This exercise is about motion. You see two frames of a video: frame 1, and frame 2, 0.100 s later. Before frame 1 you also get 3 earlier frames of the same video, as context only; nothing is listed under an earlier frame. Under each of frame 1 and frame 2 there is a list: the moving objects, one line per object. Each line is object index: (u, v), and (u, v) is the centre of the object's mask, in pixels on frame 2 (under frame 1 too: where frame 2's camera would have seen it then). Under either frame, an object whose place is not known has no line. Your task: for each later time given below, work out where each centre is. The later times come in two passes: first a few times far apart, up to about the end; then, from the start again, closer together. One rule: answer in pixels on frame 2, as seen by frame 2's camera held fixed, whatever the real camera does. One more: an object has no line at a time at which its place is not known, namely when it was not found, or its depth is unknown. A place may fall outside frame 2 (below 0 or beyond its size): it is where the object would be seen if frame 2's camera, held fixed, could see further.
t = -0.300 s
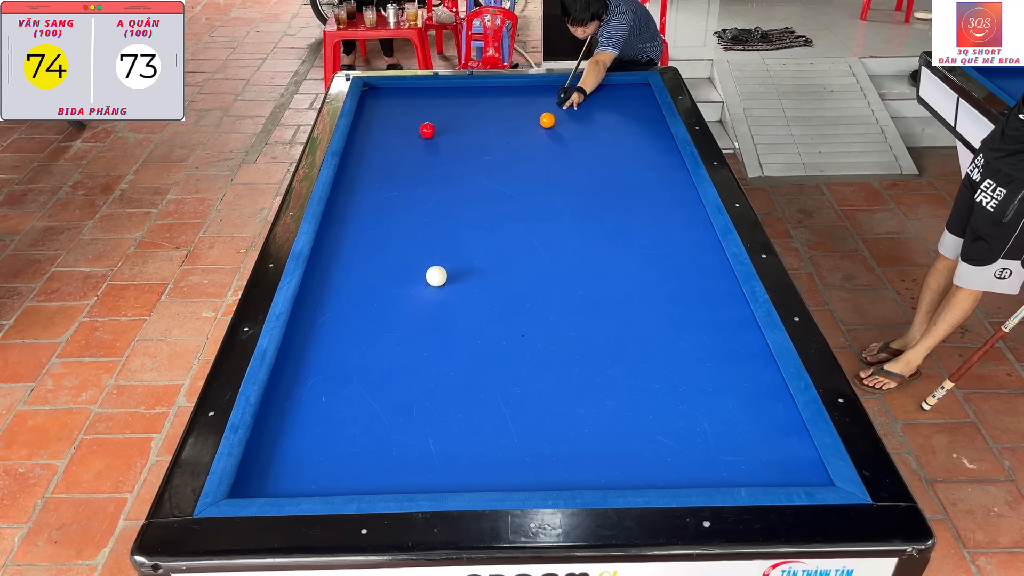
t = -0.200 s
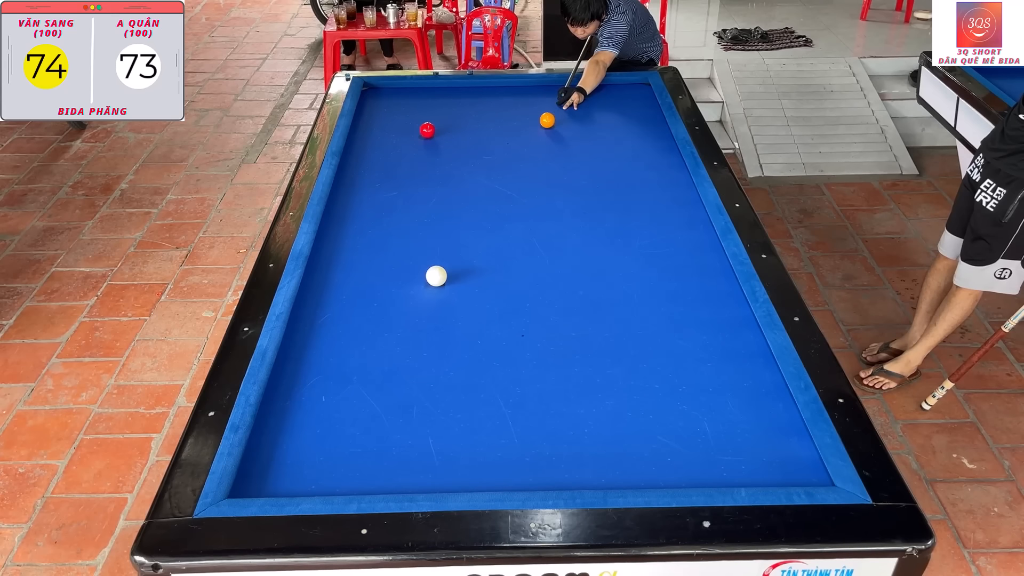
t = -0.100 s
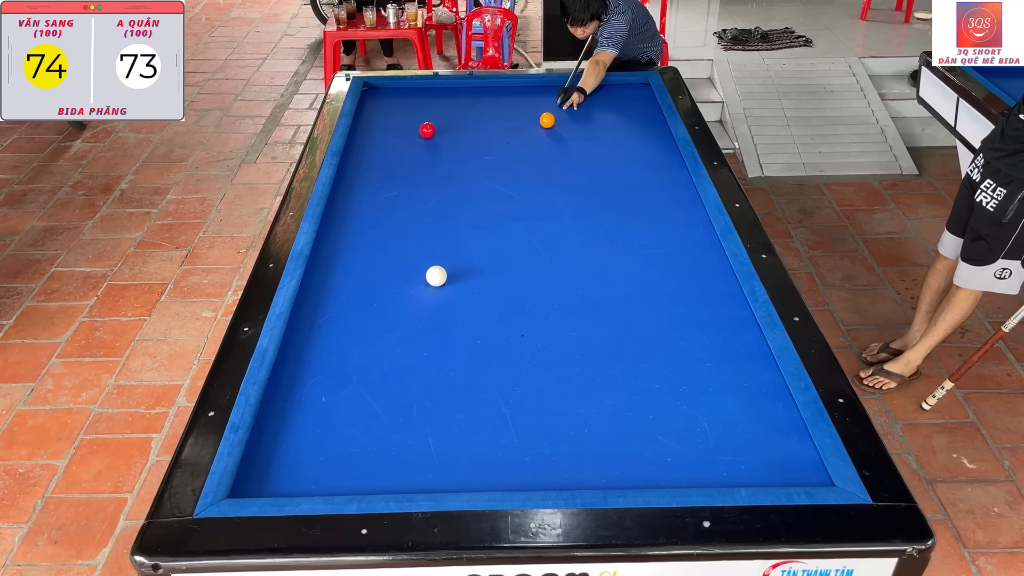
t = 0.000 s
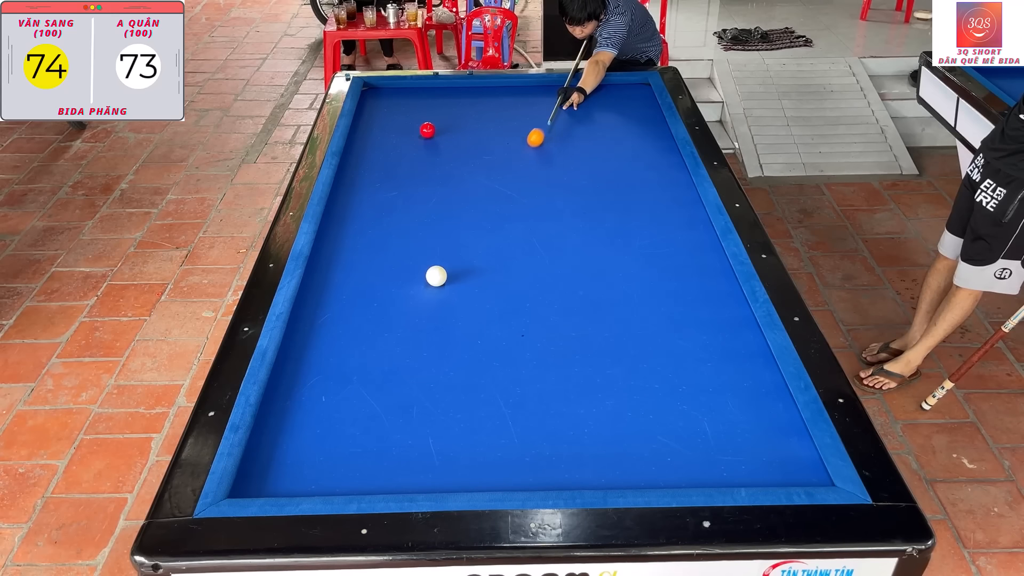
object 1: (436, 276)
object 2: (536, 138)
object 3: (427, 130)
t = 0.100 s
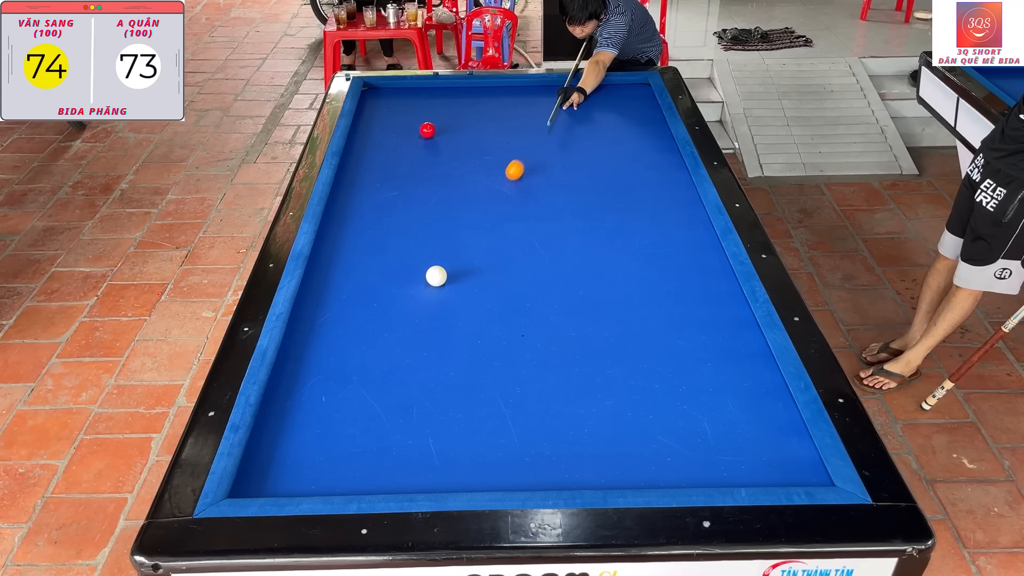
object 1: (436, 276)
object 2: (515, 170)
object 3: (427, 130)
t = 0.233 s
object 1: (436, 276)
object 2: (484, 219)
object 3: (427, 130)
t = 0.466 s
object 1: (363, 306)
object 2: (487, 297)
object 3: (427, 130)
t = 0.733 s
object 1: (349, 357)
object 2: (558, 386)
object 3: (427, 130)
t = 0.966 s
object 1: (420, 388)
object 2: (626, 475)
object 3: (427, 130)
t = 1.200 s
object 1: (493, 421)
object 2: (691, 395)
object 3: (427, 130)
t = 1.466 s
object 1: (586, 464)
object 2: (754, 339)
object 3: (427, 130)
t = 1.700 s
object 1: (662, 468)
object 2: (694, 300)
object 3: (427, 130)
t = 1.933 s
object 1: (725, 445)
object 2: (647, 267)
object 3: (427, 130)
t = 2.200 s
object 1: (791, 420)
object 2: (600, 234)
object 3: (427, 130)
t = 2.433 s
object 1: (741, 395)
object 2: (565, 208)
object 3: (427, 130)
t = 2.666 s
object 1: (700, 373)
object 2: (533, 185)
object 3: (427, 130)
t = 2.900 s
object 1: (662, 352)
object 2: (504, 164)
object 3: (427, 130)
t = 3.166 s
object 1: (623, 331)
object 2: (475, 143)
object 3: (427, 130)
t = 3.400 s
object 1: (591, 314)
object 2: (452, 126)
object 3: (427, 130)
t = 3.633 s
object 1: (562, 299)
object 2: (430, 111)
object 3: (427, 130)
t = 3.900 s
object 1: (532, 282)
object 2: (409, 95)
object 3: (427, 130)
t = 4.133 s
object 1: (507, 269)
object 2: (389, 87)
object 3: (427, 130)
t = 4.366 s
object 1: (484, 256)
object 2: (370, 95)
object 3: (427, 130)
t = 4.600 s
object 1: (463, 245)
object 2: (382, 103)
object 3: (427, 130)
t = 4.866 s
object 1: (440, 232)
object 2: (397, 111)
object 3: (427, 130)
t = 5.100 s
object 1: (422, 222)
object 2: (409, 119)
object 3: (427, 130)
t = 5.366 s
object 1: (402, 211)
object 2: (420, 125)
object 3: (431, 133)
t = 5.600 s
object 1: (385, 203)
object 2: (424, 127)
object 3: (439, 138)
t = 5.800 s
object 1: (372, 195)
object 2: (427, 129)
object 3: (445, 143)
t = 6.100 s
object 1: (354, 185)
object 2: (432, 130)
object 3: (455, 150)
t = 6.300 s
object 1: (343, 178)
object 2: (435, 131)
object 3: (462, 155)
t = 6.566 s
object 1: (354, 173)
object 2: (438, 133)
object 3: (470, 161)
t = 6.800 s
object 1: (362, 168)
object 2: (440, 134)
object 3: (478, 166)
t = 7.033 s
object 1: (371, 164)
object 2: (442, 135)
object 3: (485, 171)
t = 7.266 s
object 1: (378, 159)
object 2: (444, 135)
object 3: (492, 176)
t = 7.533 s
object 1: (386, 155)
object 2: (445, 136)
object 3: (499, 181)
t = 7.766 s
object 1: (392, 151)
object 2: (446, 136)
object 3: (506, 186)
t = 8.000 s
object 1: (398, 148)
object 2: (447, 136)
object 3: (512, 190)
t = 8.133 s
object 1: (401, 146)
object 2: (447, 136)
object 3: (515, 192)
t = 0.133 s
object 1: (436, 276)
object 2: (507, 182)
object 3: (427, 130)
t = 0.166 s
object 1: (436, 276)
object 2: (500, 194)
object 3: (427, 130)
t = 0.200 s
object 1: (436, 276)
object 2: (492, 206)
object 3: (427, 130)
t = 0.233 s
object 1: (436, 276)
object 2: (484, 219)
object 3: (427, 130)
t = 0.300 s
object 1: (436, 276)
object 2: (467, 246)
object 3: (427, 130)
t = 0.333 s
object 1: (436, 276)
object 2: (458, 261)
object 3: (427, 130)
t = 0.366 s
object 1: (426, 280)
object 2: (457, 272)
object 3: (427, 130)
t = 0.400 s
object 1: (405, 288)
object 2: (467, 280)
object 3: (427, 130)
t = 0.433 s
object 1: (385, 297)
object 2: (477, 288)
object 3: (427, 130)
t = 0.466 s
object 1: (363, 306)
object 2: (487, 297)
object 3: (427, 130)
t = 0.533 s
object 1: (321, 323)
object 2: (506, 315)
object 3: (427, 130)
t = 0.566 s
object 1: (300, 332)
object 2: (515, 325)
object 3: (427, 130)
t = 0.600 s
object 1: (300, 338)
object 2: (524, 336)
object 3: (427, 130)
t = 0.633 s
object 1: (313, 343)
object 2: (533, 347)
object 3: (427, 130)
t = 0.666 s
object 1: (326, 348)
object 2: (541, 359)
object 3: (427, 130)
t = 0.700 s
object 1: (338, 352)
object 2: (549, 372)
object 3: (427, 130)
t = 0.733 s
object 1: (349, 357)
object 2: (558, 386)
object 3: (427, 130)
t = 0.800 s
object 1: (371, 366)
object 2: (575, 414)
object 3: (427, 130)
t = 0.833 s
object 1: (381, 370)
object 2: (585, 430)
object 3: (427, 130)
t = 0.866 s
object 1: (391, 375)
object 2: (594, 446)
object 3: (427, 130)
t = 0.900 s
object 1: (400, 379)
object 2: (605, 462)
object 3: (427, 130)
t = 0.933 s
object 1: (410, 384)
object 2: (615, 477)
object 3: (427, 130)
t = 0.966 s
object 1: (420, 388)
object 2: (626, 475)
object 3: (427, 130)
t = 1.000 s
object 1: (430, 393)
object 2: (636, 461)
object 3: (427, 130)
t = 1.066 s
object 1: (451, 402)
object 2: (655, 436)
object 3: (427, 130)
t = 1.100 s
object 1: (461, 407)
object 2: (665, 424)
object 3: (427, 130)
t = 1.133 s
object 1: (472, 411)
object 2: (674, 414)
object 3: (427, 130)
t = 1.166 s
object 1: (483, 417)
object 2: (683, 404)
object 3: (427, 130)
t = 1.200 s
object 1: (493, 421)
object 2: (691, 395)
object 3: (427, 130)
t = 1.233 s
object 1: (504, 427)
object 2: (700, 387)
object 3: (427, 130)
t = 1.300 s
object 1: (527, 437)
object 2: (716, 371)
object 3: (427, 130)
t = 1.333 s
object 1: (538, 442)
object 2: (725, 365)
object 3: (427, 130)
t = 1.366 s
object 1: (550, 448)
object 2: (733, 358)
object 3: (427, 130)
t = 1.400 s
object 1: (562, 453)
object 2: (740, 352)
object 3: (427, 130)
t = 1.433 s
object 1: (574, 458)
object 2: (748, 345)
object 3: (427, 130)
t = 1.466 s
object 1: (586, 464)
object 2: (754, 339)
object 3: (427, 130)
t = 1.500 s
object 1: (598, 470)
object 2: (745, 333)
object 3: (427, 130)
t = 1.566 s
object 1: (623, 479)
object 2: (725, 322)
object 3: (427, 130)
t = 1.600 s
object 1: (634, 478)
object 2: (717, 316)
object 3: (427, 130)
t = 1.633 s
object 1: (643, 475)
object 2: (709, 311)
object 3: (427, 130)
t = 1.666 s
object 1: (653, 471)
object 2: (702, 306)
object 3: (427, 130)
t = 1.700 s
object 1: (662, 468)
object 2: (694, 300)
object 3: (427, 130)
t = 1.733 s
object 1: (671, 464)
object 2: (687, 295)
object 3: (427, 130)
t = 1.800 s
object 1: (690, 457)
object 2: (674, 286)
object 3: (427, 130)
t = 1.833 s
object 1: (699, 454)
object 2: (667, 281)
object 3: (427, 130)
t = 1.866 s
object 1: (708, 451)
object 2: (660, 276)
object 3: (427, 130)
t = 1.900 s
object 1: (717, 448)
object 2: (654, 271)
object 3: (427, 130)
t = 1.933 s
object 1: (725, 445)
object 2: (647, 267)
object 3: (427, 130)
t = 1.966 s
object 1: (734, 441)
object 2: (641, 263)
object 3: (427, 130)
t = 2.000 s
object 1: (743, 438)
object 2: (635, 258)
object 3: (427, 130)
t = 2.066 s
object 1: (759, 432)
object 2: (623, 250)
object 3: (427, 130)
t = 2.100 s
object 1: (768, 429)
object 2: (617, 245)
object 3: (427, 130)
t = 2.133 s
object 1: (776, 426)
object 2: (611, 241)
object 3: (427, 130)
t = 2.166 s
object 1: (784, 423)
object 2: (606, 237)
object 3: (427, 130)
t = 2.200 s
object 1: (791, 420)
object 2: (600, 234)
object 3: (427, 130)
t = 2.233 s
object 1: (782, 416)
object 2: (595, 230)
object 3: (427, 130)
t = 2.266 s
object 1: (774, 413)
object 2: (590, 226)
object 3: (427, 130)
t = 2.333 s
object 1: (760, 406)
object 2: (579, 219)
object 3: (427, 130)
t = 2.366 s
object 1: (753, 402)
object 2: (575, 215)
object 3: (427, 130)
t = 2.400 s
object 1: (747, 399)
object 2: (570, 211)
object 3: (427, 130)
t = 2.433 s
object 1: (741, 395)
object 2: (565, 208)
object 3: (427, 130)
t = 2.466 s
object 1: (735, 392)
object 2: (560, 204)
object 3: (427, 130)
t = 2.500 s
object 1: (729, 389)
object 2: (555, 201)
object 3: (427, 130)
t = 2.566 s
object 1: (717, 382)
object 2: (546, 195)
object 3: (427, 130)
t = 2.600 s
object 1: (711, 379)
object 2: (542, 191)
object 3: (427, 130)
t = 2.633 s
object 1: (706, 376)
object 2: (537, 188)
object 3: (427, 130)
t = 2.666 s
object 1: (700, 373)
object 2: (533, 185)
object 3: (427, 130)
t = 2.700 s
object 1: (694, 370)
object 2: (529, 182)
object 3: (427, 130)
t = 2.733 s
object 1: (689, 367)
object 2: (524, 179)
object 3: (427, 130)
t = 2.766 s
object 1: (683, 364)
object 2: (520, 176)
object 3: (427, 130)
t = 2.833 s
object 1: (672, 358)
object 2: (512, 170)
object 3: (427, 130)
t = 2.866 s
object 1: (667, 355)
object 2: (508, 167)
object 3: (427, 130)
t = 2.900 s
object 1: (662, 352)
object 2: (504, 164)
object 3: (427, 130)
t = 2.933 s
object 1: (657, 350)
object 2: (500, 162)
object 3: (427, 130)
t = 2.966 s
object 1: (652, 347)
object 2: (497, 159)
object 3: (427, 130)
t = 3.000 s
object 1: (647, 344)
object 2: (493, 156)
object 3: (427, 130)
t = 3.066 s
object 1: (637, 339)
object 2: (486, 151)
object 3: (427, 130)
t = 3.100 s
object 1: (632, 336)
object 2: (482, 148)
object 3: (427, 130)
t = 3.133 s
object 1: (627, 334)
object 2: (478, 146)
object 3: (427, 130)
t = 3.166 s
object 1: (623, 331)
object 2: (475, 143)
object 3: (427, 130)
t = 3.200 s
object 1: (618, 329)
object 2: (471, 141)
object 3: (427, 130)
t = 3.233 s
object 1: (613, 326)
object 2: (468, 138)
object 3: (427, 130)
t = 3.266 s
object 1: (609, 324)
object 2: (465, 136)
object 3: (427, 130)
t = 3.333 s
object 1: (600, 319)
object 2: (458, 131)
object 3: (427, 130)
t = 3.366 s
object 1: (595, 317)
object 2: (455, 128)
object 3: (427, 130)
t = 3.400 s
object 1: (591, 314)
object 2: (452, 126)
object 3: (427, 130)
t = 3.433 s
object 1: (587, 312)
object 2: (449, 124)
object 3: (427, 130)
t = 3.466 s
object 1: (582, 310)
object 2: (446, 122)
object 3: (427, 130)
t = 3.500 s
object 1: (578, 307)
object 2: (442, 119)
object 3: (427, 130)
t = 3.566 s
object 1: (570, 303)
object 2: (436, 115)
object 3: (427, 130)
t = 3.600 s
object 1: (566, 301)
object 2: (433, 113)
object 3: (427, 130)
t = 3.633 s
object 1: (562, 299)
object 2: (430, 111)
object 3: (427, 130)
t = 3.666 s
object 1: (558, 296)
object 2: (428, 109)
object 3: (427, 130)
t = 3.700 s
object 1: (554, 294)
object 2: (425, 106)
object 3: (427, 130)
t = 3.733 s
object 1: (550, 292)
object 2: (422, 104)
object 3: (427, 130)
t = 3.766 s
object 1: (547, 290)
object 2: (419, 102)
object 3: (427, 130)
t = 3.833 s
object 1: (539, 286)
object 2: (414, 99)
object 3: (427, 130)
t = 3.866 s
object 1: (535, 284)
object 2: (411, 97)
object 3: (427, 130)
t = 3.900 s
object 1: (532, 282)
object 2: (409, 95)
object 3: (427, 130)
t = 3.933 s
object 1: (528, 280)
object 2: (406, 93)
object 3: (427, 130)
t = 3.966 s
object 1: (525, 278)
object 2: (403, 91)
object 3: (427, 130)
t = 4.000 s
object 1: (521, 276)
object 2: (401, 89)
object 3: (427, 130)
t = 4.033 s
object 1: (517, 274)
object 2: (398, 87)
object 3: (427, 130)
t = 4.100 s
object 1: (511, 271)
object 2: (392, 86)
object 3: (427, 130)
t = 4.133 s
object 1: (507, 269)
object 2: (389, 87)
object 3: (427, 130)
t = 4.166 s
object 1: (504, 267)
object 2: (385, 89)
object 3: (427, 130)
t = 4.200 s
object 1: (501, 265)
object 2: (381, 90)
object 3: (427, 130)
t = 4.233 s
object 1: (497, 263)
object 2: (377, 91)
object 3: (427, 130)
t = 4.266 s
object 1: (494, 262)
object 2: (373, 92)
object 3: (427, 130)
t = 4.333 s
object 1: (488, 258)
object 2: (367, 94)
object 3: (427, 130)
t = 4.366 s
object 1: (484, 256)
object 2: (370, 95)
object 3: (427, 130)
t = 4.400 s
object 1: (481, 255)
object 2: (372, 96)
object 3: (427, 130)
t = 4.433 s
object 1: (478, 253)
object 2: (374, 97)
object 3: (427, 130)
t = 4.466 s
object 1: (475, 251)
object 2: (375, 98)
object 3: (427, 130)
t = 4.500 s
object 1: (472, 249)
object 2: (377, 100)
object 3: (427, 130)
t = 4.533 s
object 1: (469, 248)
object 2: (379, 101)
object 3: (427, 130)
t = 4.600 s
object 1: (463, 245)
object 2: (382, 103)
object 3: (427, 130)
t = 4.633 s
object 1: (460, 243)
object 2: (384, 104)
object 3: (427, 130)
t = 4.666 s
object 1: (457, 241)
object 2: (386, 105)
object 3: (427, 130)
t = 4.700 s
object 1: (454, 240)
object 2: (388, 106)
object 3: (427, 130)
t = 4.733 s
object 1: (451, 238)
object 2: (389, 107)
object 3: (427, 130)
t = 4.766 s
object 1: (449, 237)
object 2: (391, 108)
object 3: (427, 130)
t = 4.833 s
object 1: (443, 234)
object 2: (395, 110)
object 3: (427, 130)
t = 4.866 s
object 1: (440, 232)
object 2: (397, 111)
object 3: (427, 130)
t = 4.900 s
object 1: (437, 231)
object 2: (398, 113)
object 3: (427, 130)
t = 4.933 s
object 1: (435, 229)
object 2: (400, 114)
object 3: (427, 130)
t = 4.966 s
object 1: (432, 228)
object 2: (402, 115)
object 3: (427, 130)
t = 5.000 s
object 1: (429, 226)
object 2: (404, 116)
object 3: (427, 130)
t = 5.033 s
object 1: (427, 225)
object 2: (405, 117)
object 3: (427, 130)
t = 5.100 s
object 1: (422, 222)
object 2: (409, 119)
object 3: (427, 130)
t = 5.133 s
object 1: (419, 221)
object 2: (411, 120)
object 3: (427, 130)
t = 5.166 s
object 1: (416, 219)
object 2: (413, 121)
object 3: (427, 130)
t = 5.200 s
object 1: (414, 218)
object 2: (414, 122)
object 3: (427, 130)
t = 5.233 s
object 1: (412, 217)
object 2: (416, 123)
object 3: (427, 130)
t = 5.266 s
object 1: (409, 215)
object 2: (417, 124)
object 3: (428, 130)
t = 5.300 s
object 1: (406, 214)
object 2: (418, 124)
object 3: (428, 131)
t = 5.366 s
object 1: (402, 211)
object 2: (420, 125)
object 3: (431, 133)
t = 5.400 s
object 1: (399, 210)
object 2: (421, 126)
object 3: (432, 133)
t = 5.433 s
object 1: (397, 209)
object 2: (421, 126)
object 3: (433, 134)
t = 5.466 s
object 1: (395, 207)
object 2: (422, 126)
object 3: (434, 135)
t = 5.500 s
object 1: (392, 206)
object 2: (422, 127)
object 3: (435, 136)
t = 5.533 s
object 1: (390, 205)
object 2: (423, 127)
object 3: (436, 137)
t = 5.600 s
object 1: (385, 203)
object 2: (424, 127)
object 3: (439, 138)
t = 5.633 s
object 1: (383, 201)
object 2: (425, 127)
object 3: (440, 139)
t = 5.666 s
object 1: (381, 200)
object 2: (425, 128)
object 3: (441, 140)
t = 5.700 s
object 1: (379, 199)
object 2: (426, 128)
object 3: (442, 141)
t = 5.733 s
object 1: (377, 197)
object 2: (426, 128)
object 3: (443, 142)
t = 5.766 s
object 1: (375, 196)
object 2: (427, 128)
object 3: (444, 142)
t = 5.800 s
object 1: (372, 195)
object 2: (427, 129)
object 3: (445, 143)
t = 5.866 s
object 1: (368, 193)
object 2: (428, 129)
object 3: (448, 145)
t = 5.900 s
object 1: (366, 192)
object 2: (429, 129)
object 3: (449, 145)
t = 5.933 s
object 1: (364, 190)
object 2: (429, 129)
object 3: (450, 146)
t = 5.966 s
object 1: (362, 189)
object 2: (430, 130)
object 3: (451, 147)
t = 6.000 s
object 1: (360, 188)
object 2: (430, 130)
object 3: (452, 148)
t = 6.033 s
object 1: (358, 187)
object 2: (431, 130)
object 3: (453, 149)
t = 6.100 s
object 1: (354, 185)
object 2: (432, 130)
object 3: (455, 150)
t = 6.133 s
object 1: (352, 184)
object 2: (432, 130)
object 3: (456, 151)
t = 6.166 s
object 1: (350, 183)
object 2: (433, 131)
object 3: (457, 152)
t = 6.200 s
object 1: (348, 182)
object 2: (433, 131)
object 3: (458, 153)
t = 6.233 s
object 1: (346, 181)
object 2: (434, 131)
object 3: (460, 153)
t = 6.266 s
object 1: (344, 179)
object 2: (434, 131)
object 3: (461, 154)
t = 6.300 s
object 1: (343, 178)
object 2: (435, 131)
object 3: (462, 155)
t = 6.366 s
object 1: (346, 177)
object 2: (435, 132)
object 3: (464, 156)
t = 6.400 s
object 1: (347, 176)
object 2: (436, 132)
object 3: (465, 157)
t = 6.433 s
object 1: (348, 176)
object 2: (436, 132)
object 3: (466, 158)
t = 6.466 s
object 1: (350, 175)
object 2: (437, 132)
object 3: (467, 159)
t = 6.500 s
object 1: (351, 174)
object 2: (437, 132)
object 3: (468, 159)
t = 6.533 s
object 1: (352, 173)
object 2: (437, 133)
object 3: (469, 160)
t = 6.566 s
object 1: (354, 173)
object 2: (438, 133)
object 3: (470, 161)
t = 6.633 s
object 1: (356, 171)
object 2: (438, 133)
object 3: (473, 162)
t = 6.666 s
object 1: (357, 171)
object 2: (439, 133)
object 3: (474, 163)
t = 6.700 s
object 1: (359, 170)
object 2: (439, 133)
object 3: (475, 164)
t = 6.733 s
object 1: (360, 169)
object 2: (439, 133)
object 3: (476, 165)
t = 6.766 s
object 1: (361, 169)
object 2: (440, 133)
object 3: (477, 165)
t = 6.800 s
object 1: (362, 168)
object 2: (440, 134)
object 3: (478, 166)
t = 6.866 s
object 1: (365, 167)
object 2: (441, 134)
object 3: (480, 167)
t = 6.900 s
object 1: (366, 166)
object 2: (441, 134)
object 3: (481, 168)
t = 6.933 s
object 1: (367, 165)
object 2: (441, 134)
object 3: (482, 169)
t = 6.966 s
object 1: (368, 165)
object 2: (442, 134)
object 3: (483, 170)
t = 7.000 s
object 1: (369, 164)
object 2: (442, 134)
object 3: (484, 170)
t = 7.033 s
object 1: (371, 164)
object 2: (442, 135)
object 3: (485, 171)
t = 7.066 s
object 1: (372, 163)
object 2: (443, 135)
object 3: (486, 172)
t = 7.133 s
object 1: (374, 162)
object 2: (443, 135)
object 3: (488, 173)
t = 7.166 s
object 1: (375, 161)
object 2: (443, 135)
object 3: (489, 174)
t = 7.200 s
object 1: (376, 160)
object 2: (443, 135)
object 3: (490, 175)
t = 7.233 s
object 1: (377, 160)
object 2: (444, 135)
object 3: (491, 175)
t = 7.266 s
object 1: (378, 159)
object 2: (444, 135)
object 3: (492, 176)
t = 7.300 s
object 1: (379, 159)
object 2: (444, 135)
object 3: (493, 177)
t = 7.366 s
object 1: (381, 158)
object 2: (445, 135)
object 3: (495, 178)
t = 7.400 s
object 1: (382, 157)
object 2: (445, 135)
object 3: (496, 179)
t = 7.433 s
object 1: (383, 156)
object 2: (445, 135)
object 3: (496, 179)
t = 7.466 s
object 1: (384, 156)
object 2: (445, 135)
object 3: (497, 180)
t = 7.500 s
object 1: (385, 155)
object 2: (445, 136)
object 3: (498, 181)
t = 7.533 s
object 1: (386, 155)
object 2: (445, 136)
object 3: (499, 181)
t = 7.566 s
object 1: (387, 154)
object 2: (446, 136)
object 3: (500, 182)
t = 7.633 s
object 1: (389, 153)
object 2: (446, 136)
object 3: (502, 183)
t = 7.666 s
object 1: (390, 153)
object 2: (446, 136)
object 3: (503, 184)
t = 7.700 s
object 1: (390, 152)
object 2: (446, 136)
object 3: (504, 184)
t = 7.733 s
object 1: (391, 152)
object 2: (446, 136)
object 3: (505, 185)
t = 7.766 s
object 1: (392, 151)
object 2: (446, 136)
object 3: (506, 186)
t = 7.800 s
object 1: (393, 151)
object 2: (446, 136)
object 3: (507, 186)
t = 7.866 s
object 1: (395, 150)
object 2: (446, 136)
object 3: (508, 188)
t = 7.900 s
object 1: (396, 149)
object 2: (446, 136)
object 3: (509, 188)
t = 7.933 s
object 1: (396, 149)
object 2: (446, 136)
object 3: (510, 189)
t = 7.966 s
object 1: (397, 148)
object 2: (446, 136)
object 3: (511, 189)
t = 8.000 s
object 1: (398, 148)
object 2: (447, 136)
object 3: (512, 190)
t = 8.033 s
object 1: (399, 147)
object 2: (447, 136)
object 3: (513, 190)
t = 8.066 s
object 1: (399, 147)
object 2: (447, 136)
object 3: (514, 191)
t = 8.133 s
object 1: (401, 146)
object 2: (447, 136)
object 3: (515, 192)
